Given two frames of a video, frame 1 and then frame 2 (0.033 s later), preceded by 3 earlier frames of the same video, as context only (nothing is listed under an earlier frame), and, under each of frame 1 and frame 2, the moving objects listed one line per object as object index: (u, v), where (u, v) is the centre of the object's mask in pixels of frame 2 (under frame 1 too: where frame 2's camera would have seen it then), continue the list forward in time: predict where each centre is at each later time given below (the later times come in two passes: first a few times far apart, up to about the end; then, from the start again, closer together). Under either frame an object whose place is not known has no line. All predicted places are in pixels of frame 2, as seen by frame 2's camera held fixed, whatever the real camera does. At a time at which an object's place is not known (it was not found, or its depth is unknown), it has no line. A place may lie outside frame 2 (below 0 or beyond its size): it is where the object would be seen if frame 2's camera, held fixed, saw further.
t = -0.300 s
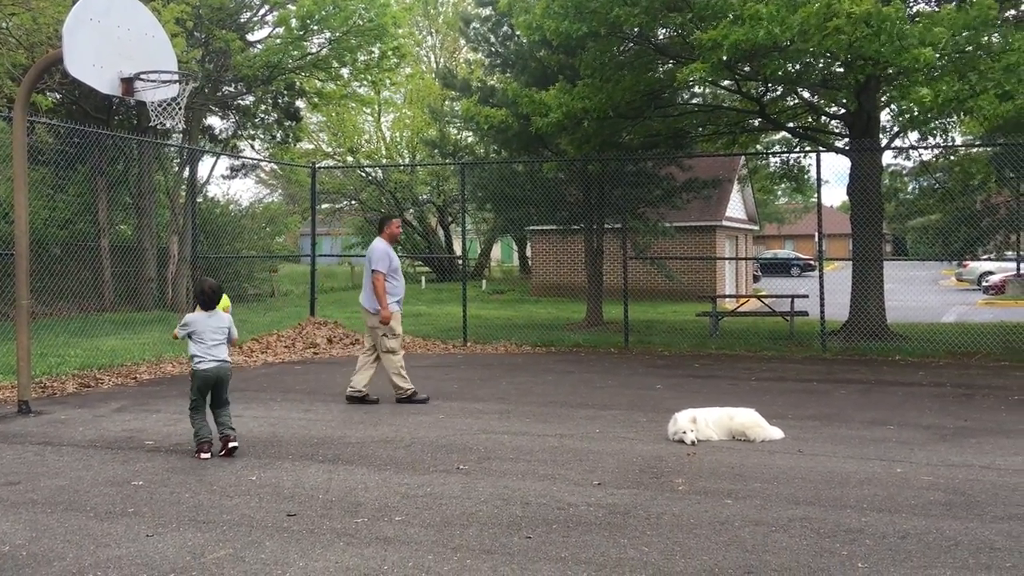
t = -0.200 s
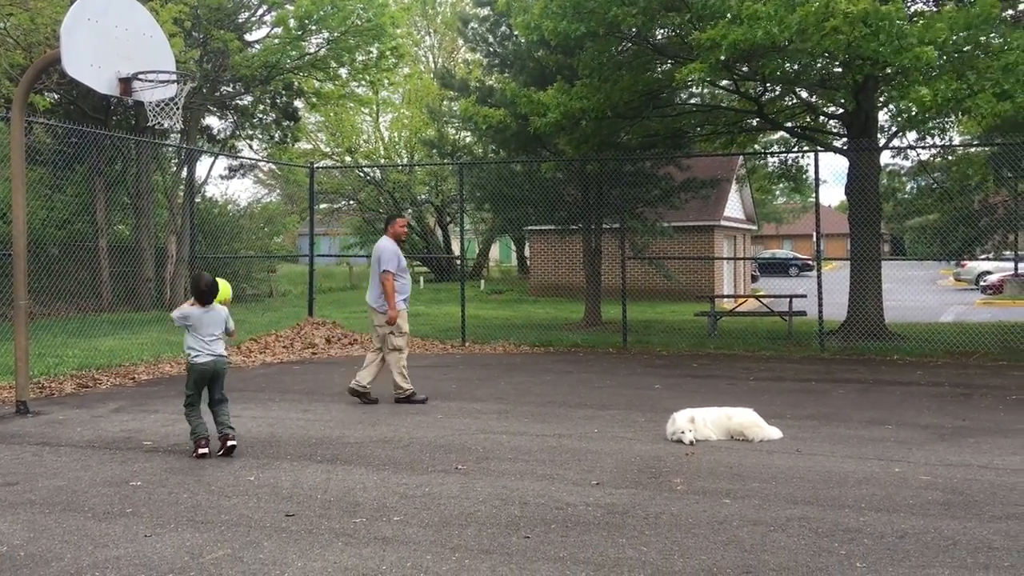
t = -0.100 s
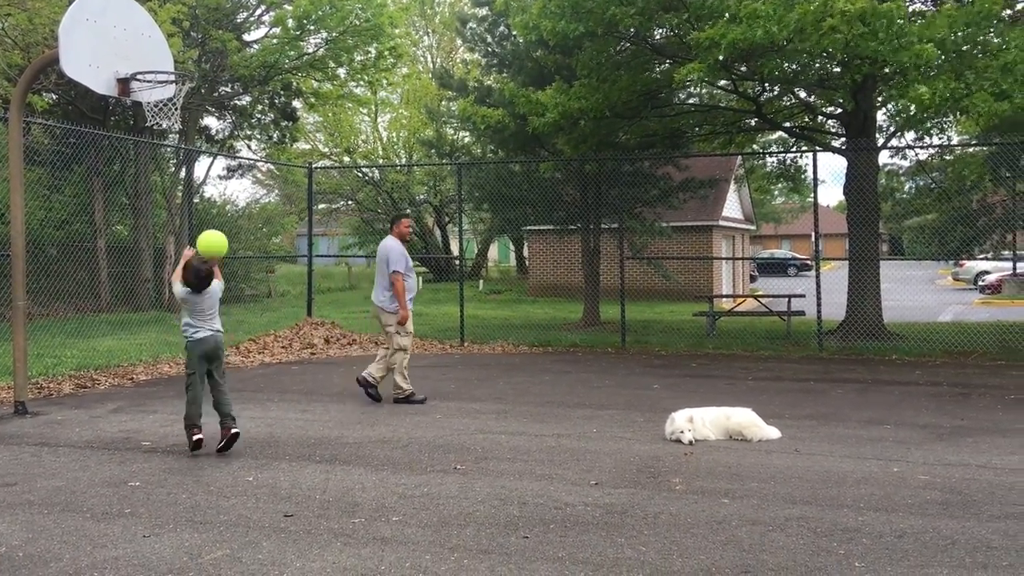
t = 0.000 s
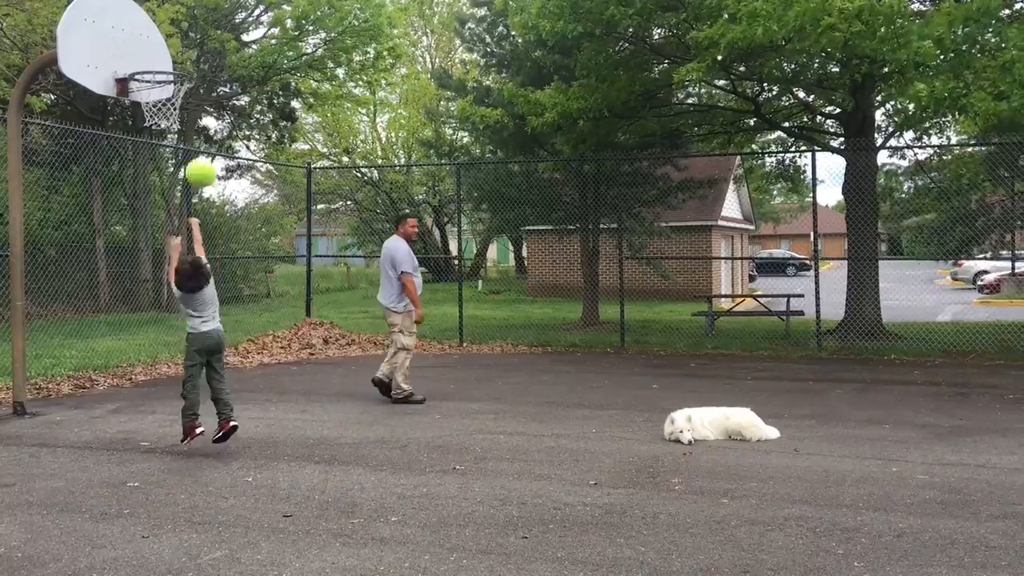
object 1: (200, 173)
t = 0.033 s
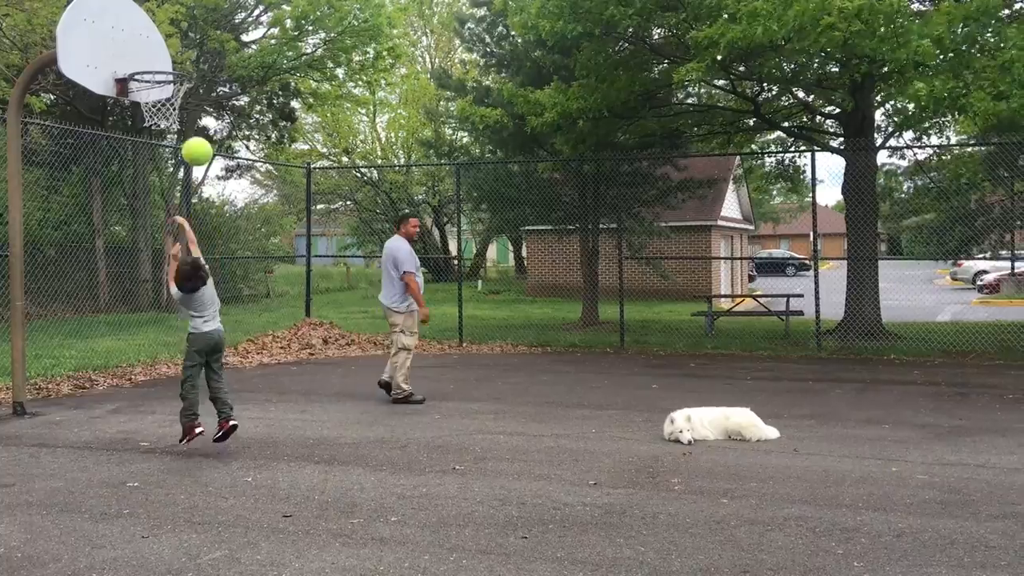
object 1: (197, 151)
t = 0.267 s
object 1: (179, 53)
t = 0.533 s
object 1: (161, 33)
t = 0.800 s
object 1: (181, 79)
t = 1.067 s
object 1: (233, 192)
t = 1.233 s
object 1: (261, 297)
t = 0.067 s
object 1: (193, 131)
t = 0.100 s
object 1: (191, 114)
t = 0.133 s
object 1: (188, 99)
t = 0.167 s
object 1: (186, 85)
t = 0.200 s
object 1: (183, 73)
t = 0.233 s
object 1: (181, 63)
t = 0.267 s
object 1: (179, 53)
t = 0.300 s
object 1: (177, 46)
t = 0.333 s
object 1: (174, 40)
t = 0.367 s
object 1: (171, 35)
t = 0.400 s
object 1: (169, 32)
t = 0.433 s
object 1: (167, 31)
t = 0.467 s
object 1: (165, 30)
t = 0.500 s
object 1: (163, 31)
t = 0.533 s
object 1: (161, 33)
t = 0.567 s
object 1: (158, 36)
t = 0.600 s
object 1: (156, 41)
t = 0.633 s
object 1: (155, 47)
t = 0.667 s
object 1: (151, 53)
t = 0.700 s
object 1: (158, 58)
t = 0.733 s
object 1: (166, 63)
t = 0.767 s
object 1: (173, 67)
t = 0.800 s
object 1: (181, 79)
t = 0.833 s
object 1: (188, 91)
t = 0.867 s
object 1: (194, 101)
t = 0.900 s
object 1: (200, 113)
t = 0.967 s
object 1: (214, 141)
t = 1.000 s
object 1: (220, 157)
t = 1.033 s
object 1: (226, 174)
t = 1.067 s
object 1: (233, 192)
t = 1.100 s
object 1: (238, 211)
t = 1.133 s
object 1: (244, 230)
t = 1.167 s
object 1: (250, 252)
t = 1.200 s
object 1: (255, 274)
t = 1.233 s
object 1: (261, 297)
